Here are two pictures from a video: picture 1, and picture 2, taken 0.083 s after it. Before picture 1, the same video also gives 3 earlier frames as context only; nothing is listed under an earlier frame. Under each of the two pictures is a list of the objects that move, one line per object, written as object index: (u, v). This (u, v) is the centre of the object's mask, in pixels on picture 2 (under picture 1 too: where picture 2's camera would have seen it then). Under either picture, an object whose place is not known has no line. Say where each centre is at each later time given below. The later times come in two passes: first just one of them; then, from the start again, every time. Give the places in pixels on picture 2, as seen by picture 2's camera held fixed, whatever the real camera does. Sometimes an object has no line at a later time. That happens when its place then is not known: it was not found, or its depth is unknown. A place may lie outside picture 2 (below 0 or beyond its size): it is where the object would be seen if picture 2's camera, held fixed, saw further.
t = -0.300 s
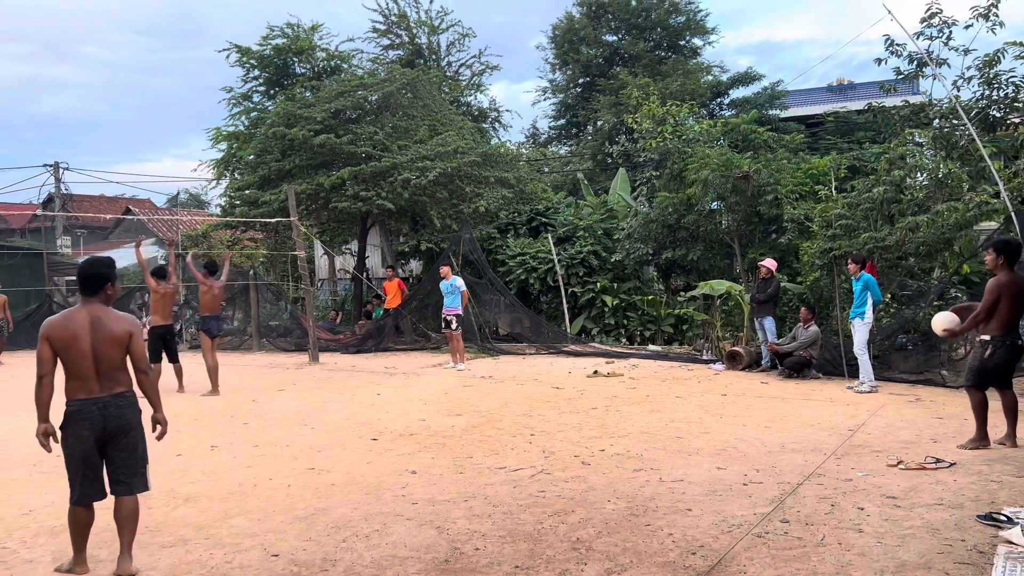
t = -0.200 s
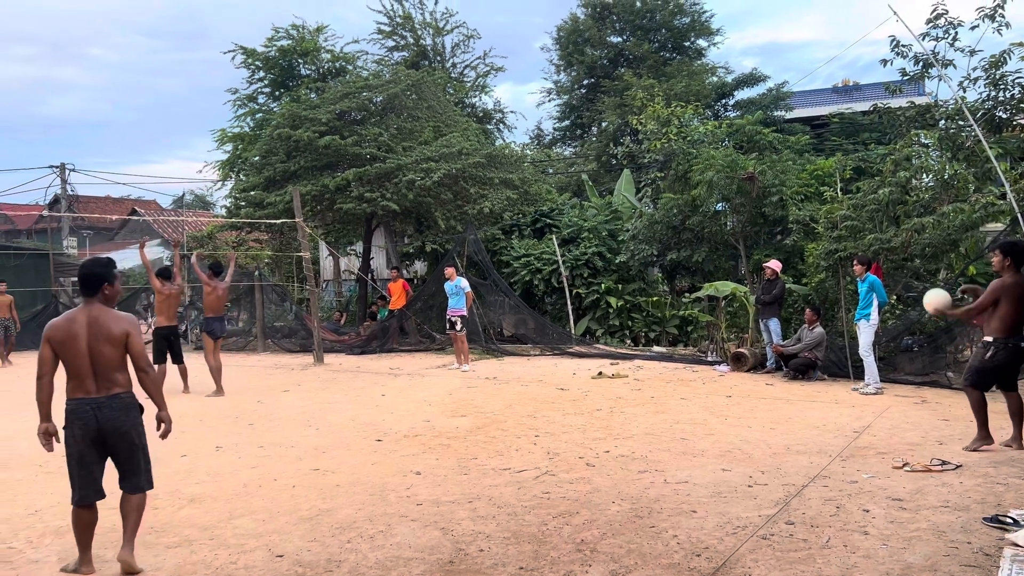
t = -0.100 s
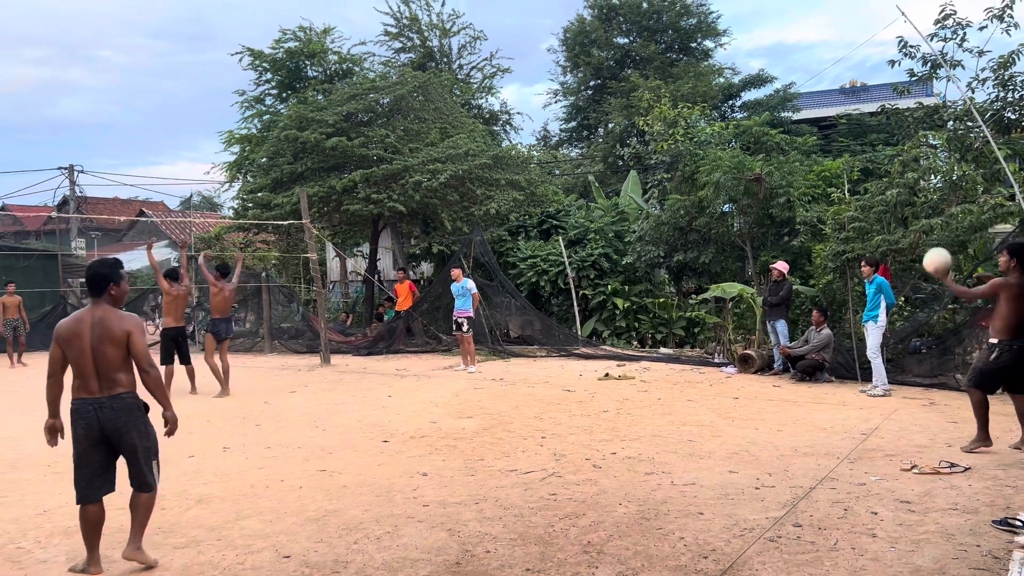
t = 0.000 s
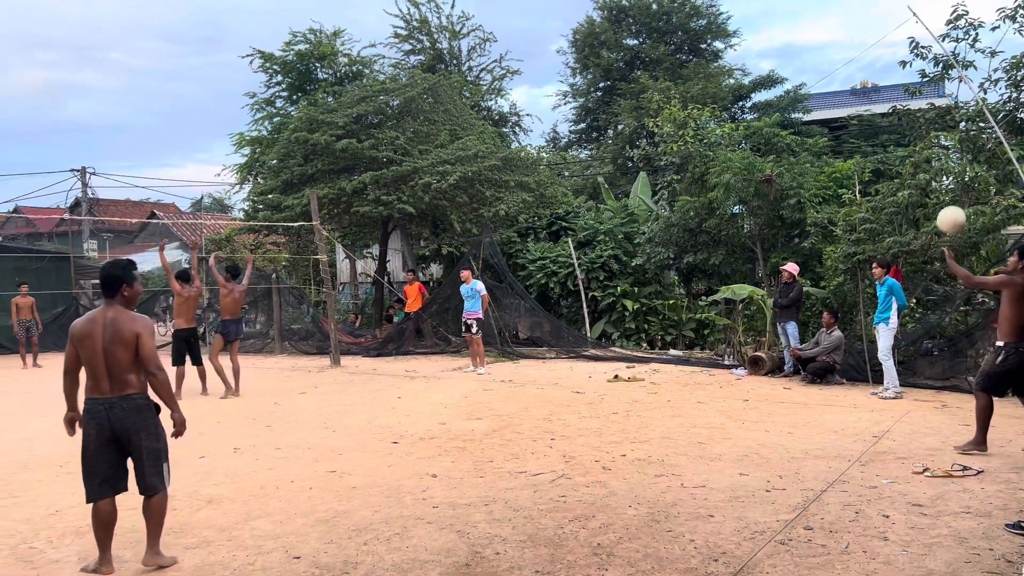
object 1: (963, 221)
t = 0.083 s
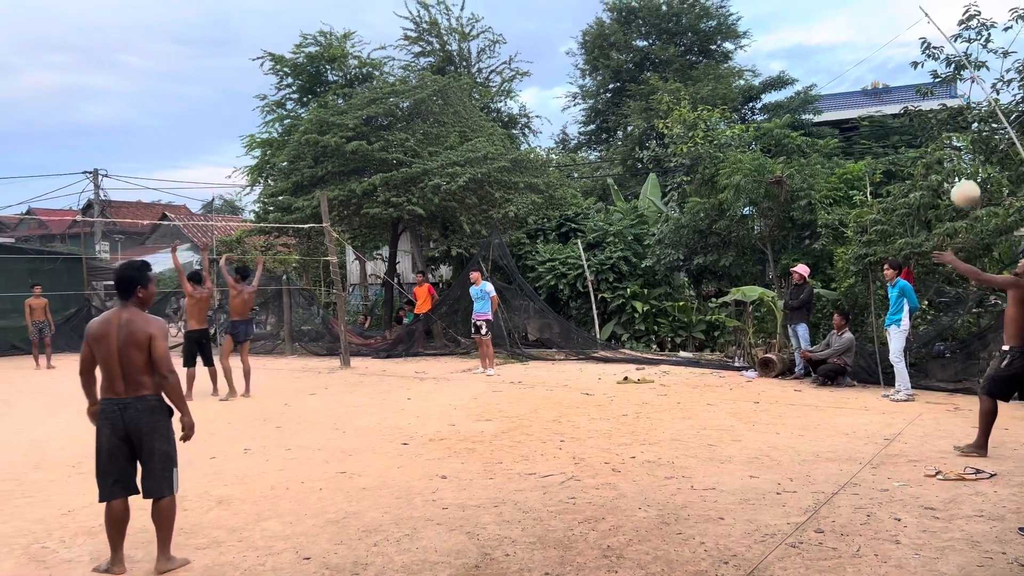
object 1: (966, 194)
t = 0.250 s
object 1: (971, 164)
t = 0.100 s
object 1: (966, 189)
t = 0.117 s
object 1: (967, 185)
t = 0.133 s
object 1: (967, 181)
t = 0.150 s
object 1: (967, 178)
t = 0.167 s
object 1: (968, 174)
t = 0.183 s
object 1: (969, 171)
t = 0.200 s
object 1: (970, 169)
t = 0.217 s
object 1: (970, 167)
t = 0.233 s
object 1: (971, 165)
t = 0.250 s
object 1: (971, 164)
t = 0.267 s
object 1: (972, 163)
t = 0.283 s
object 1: (972, 162)
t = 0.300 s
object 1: (970, 161)
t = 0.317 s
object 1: (968, 161)
